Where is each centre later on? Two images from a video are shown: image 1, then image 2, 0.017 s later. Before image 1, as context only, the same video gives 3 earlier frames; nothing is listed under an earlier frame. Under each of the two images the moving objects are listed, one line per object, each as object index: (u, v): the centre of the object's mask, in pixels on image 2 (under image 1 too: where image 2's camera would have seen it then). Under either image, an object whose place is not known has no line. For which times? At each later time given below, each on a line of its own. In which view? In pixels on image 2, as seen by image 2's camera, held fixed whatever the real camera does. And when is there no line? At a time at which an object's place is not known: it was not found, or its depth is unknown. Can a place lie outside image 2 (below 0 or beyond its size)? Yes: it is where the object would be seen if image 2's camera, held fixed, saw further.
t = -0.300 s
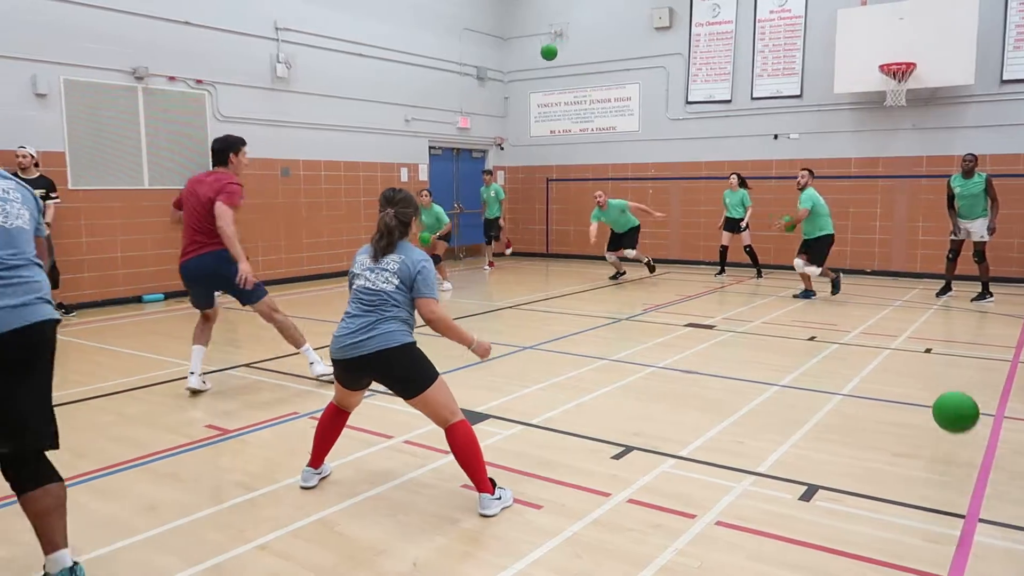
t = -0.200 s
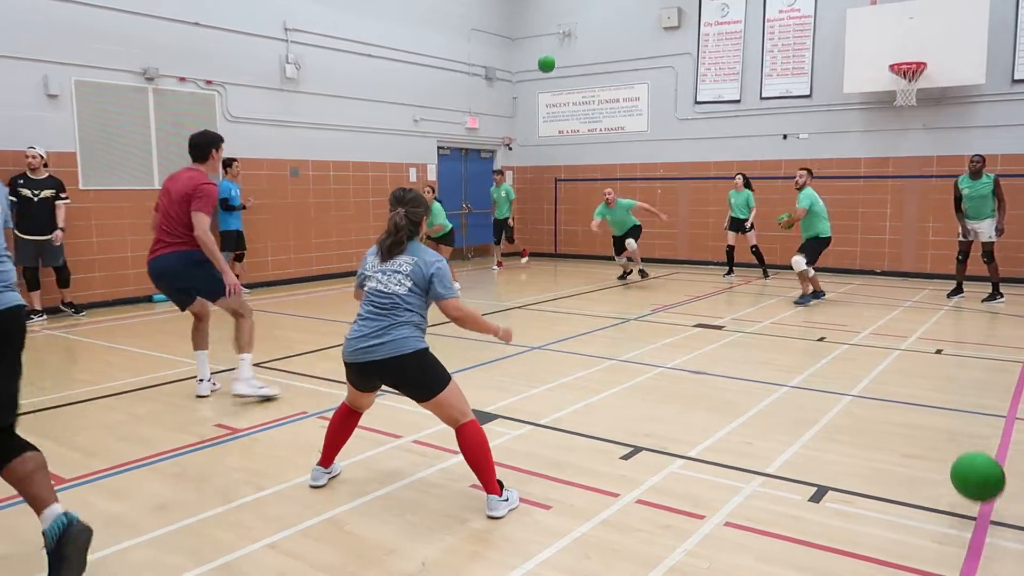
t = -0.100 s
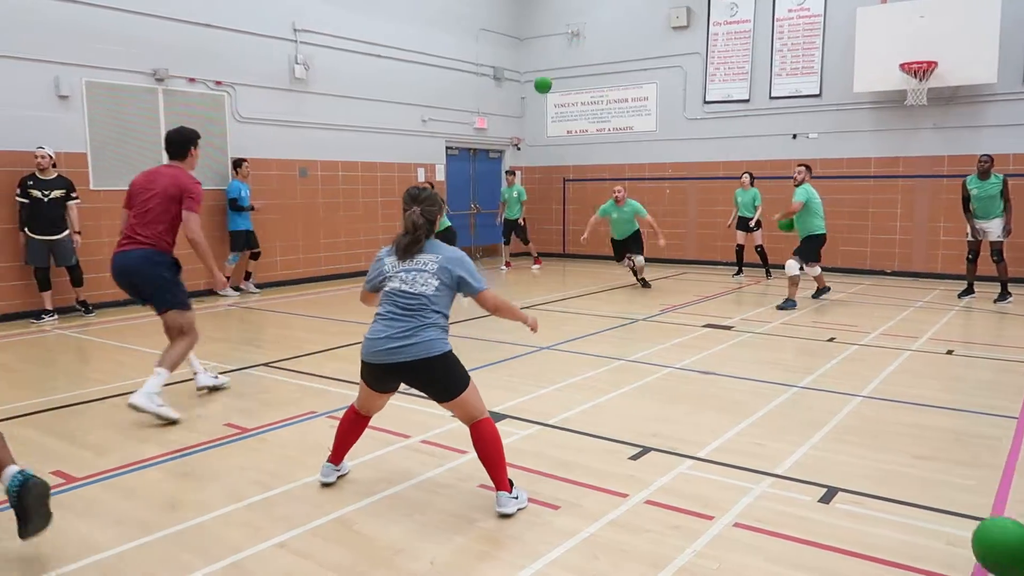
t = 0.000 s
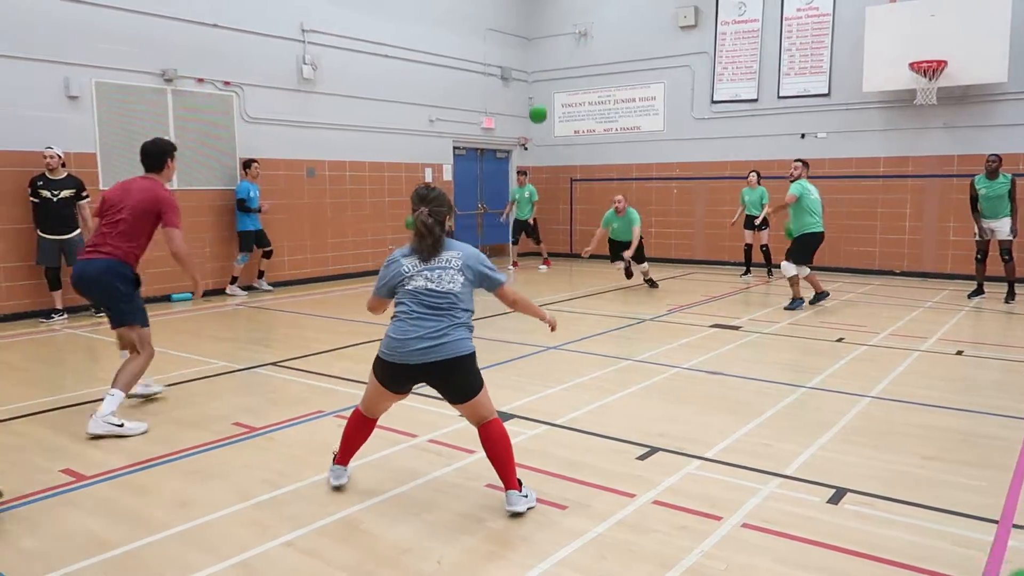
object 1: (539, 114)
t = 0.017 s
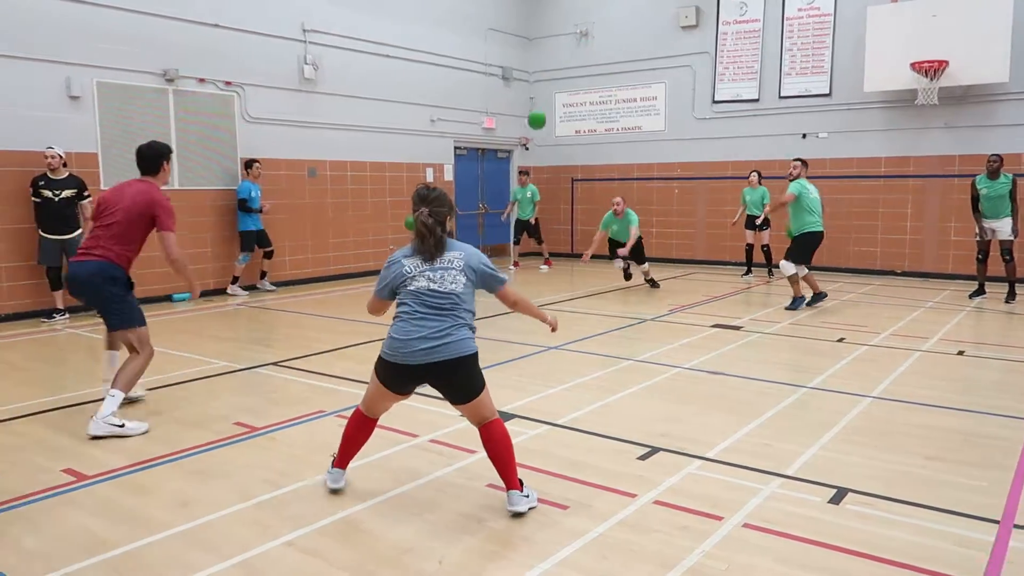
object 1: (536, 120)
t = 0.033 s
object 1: (535, 126)
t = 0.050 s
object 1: (533, 133)
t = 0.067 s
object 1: (530, 140)
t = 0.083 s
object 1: (528, 146)
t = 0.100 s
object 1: (526, 153)
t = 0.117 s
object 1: (524, 161)
